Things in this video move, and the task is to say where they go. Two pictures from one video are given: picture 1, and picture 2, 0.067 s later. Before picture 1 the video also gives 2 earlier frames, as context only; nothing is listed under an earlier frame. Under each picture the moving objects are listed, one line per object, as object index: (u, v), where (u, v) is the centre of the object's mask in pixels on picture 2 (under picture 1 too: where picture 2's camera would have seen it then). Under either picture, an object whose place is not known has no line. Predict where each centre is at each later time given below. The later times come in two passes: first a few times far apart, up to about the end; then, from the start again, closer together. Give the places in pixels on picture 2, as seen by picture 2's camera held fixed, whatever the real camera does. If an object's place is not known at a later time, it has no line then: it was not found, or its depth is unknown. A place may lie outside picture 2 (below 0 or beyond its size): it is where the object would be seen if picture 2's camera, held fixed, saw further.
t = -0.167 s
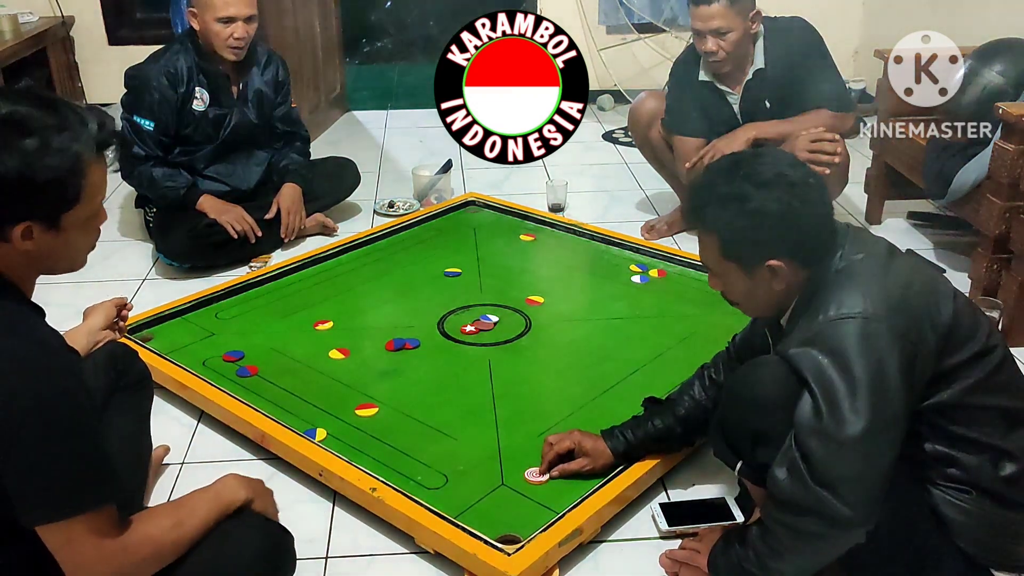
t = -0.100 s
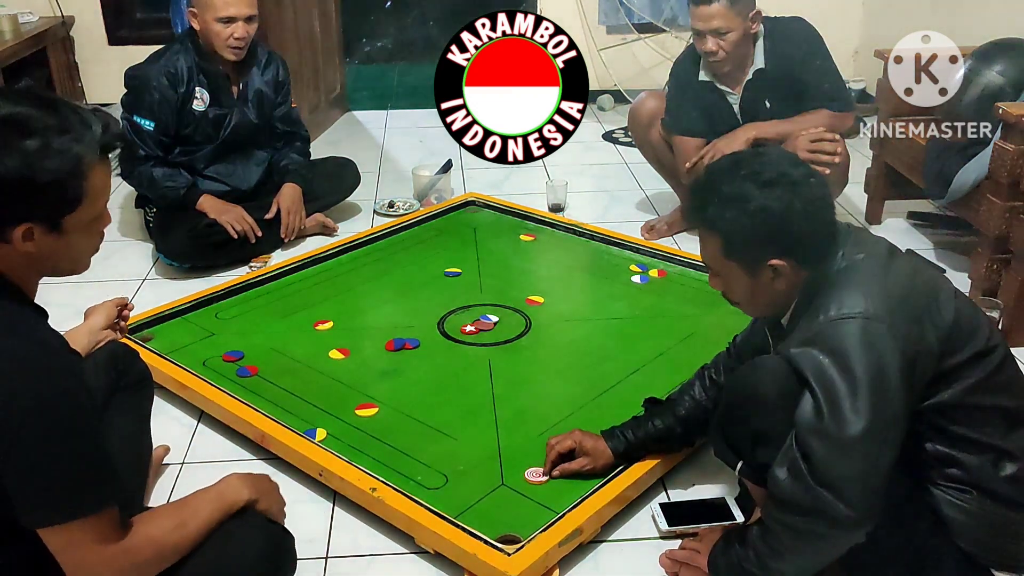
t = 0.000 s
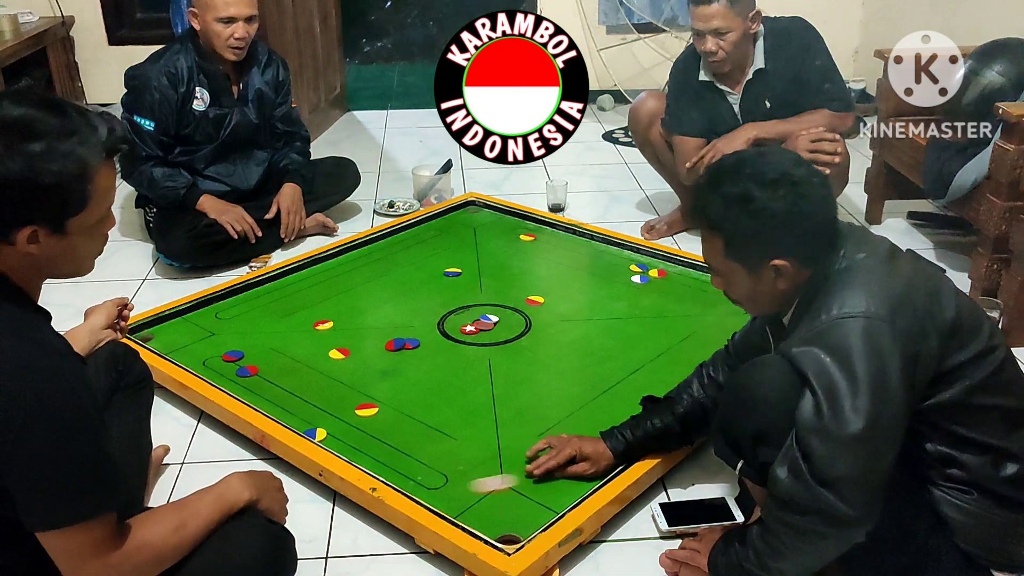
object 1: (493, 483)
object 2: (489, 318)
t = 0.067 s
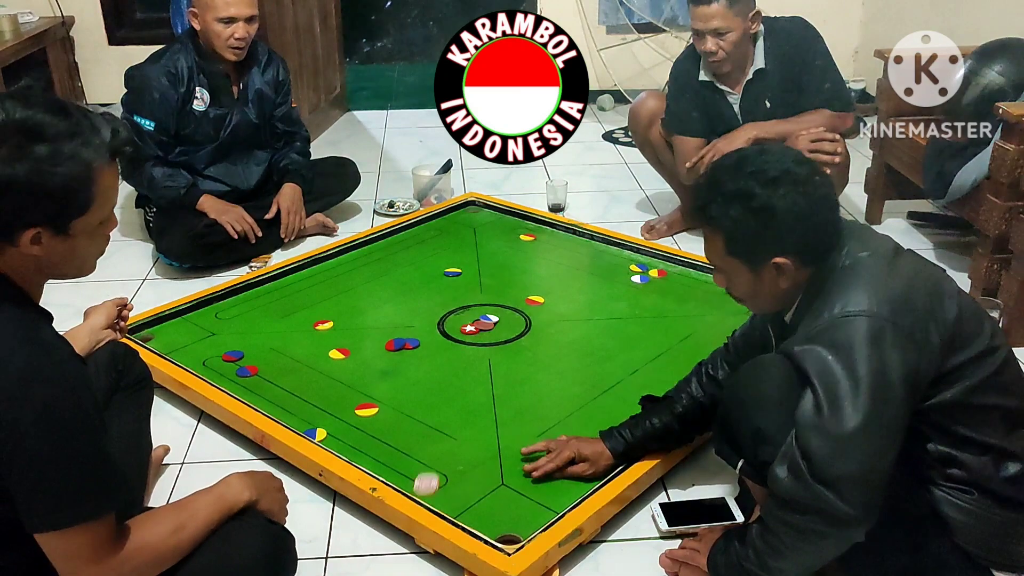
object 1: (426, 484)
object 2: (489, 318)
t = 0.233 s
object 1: (442, 401)
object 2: (489, 318)
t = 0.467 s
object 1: (441, 329)
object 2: (490, 316)
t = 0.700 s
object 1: (379, 300)
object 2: (508, 311)
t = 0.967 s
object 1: (321, 272)
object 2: (522, 306)
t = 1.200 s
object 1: (358, 272)
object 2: (529, 303)
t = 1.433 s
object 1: (406, 274)
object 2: (531, 303)
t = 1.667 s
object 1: (442, 280)
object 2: (531, 303)
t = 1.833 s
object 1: (452, 286)
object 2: (531, 303)
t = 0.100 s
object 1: (430, 465)
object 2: (489, 318)
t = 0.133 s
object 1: (433, 448)
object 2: (489, 318)
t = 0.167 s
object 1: (437, 431)
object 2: (489, 318)
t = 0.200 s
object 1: (440, 416)
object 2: (489, 318)
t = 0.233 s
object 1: (442, 401)
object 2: (489, 318)
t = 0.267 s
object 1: (445, 388)
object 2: (489, 318)
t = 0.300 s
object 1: (448, 374)
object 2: (489, 318)
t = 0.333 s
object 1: (450, 362)
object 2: (489, 318)
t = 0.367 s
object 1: (452, 351)
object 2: (489, 318)
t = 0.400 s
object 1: (455, 340)
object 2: (489, 318)
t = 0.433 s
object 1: (450, 333)
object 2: (489, 317)
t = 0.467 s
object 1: (441, 329)
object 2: (490, 316)
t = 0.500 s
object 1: (431, 324)
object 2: (493, 314)
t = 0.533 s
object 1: (422, 320)
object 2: (495, 314)
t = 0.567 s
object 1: (414, 316)
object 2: (499, 313)
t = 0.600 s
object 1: (405, 312)
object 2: (500, 313)
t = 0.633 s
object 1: (396, 308)
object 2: (503, 313)
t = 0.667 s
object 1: (388, 304)
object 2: (506, 312)
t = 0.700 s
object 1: (379, 300)
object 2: (508, 311)
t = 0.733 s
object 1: (372, 296)
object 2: (510, 310)
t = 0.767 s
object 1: (364, 293)
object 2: (512, 309)
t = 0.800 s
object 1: (357, 289)
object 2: (514, 309)
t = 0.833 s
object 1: (349, 286)
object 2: (516, 308)
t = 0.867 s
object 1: (342, 282)
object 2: (517, 307)
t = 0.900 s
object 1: (335, 279)
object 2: (519, 307)
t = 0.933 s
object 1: (328, 276)
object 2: (520, 306)
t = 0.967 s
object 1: (321, 272)
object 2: (522, 306)
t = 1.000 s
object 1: (315, 269)
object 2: (523, 306)
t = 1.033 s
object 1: (320, 269)
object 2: (525, 305)
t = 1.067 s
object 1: (328, 270)
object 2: (525, 305)
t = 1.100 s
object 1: (335, 270)
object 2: (527, 304)
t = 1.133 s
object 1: (342, 271)
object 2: (527, 304)
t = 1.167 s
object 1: (350, 271)
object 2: (528, 304)
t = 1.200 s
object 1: (358, 272)
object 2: (529, 303)
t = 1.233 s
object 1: (365, 272)
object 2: (530, 303)
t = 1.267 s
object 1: (372, 273)
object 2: (530, 303)
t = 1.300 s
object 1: (379, 273)
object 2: (530, 303)
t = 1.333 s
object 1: (386, 273)
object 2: (531, 303)
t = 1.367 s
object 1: (393, 274)
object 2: (531, 303)
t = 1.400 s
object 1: (400, 274)
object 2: (531, 303)
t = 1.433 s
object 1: (406, 274)
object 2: (531, 303)
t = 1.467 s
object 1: (413, 275)
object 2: (531, 303)
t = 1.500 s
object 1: (420, 275)
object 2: (531, 303)
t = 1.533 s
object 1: (426, 276)
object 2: (531, 303)
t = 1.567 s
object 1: (433, 276)
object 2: (531, 302)
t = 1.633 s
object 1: (440, 278)
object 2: (531, 302)
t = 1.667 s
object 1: (442, 280)
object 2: (531, 303)
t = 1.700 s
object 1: (444, 281)
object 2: (530, 303)
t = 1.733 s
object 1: (446, 282)
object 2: (531, 303)
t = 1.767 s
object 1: (448, 284)
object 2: (530, 303)
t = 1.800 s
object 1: (450, 285)
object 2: (530, 303)
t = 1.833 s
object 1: (452, 286)
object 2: (531, 303)
